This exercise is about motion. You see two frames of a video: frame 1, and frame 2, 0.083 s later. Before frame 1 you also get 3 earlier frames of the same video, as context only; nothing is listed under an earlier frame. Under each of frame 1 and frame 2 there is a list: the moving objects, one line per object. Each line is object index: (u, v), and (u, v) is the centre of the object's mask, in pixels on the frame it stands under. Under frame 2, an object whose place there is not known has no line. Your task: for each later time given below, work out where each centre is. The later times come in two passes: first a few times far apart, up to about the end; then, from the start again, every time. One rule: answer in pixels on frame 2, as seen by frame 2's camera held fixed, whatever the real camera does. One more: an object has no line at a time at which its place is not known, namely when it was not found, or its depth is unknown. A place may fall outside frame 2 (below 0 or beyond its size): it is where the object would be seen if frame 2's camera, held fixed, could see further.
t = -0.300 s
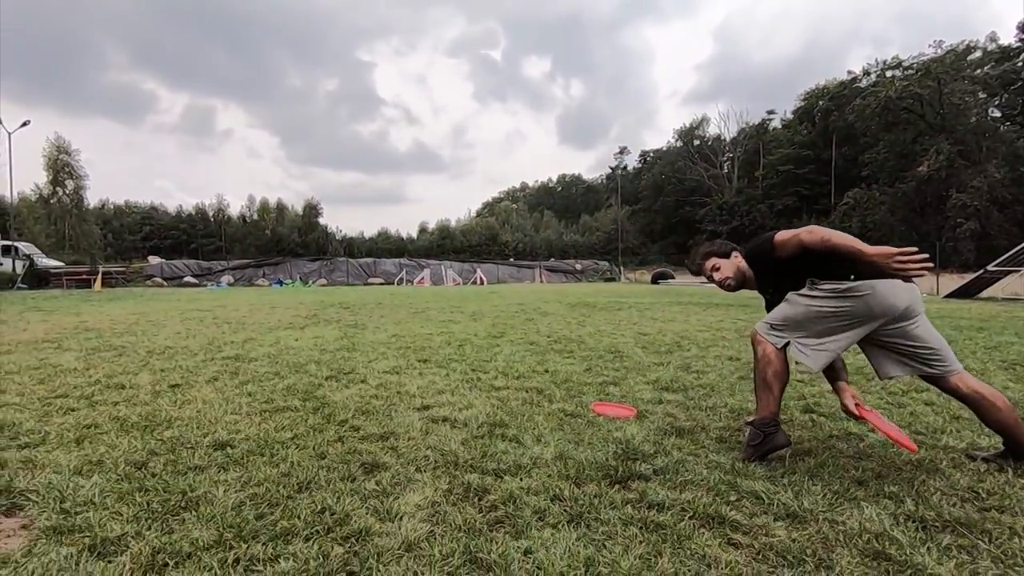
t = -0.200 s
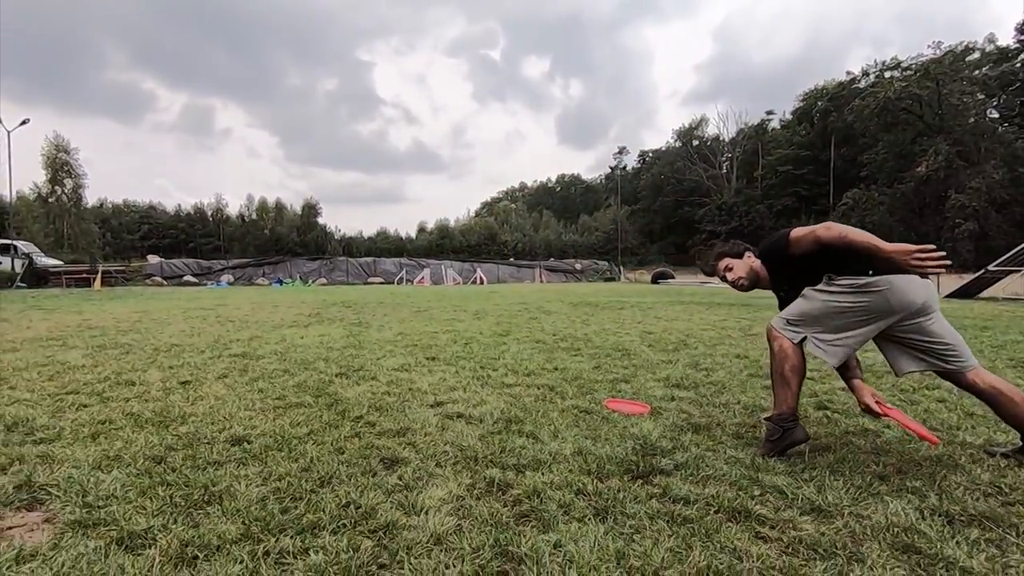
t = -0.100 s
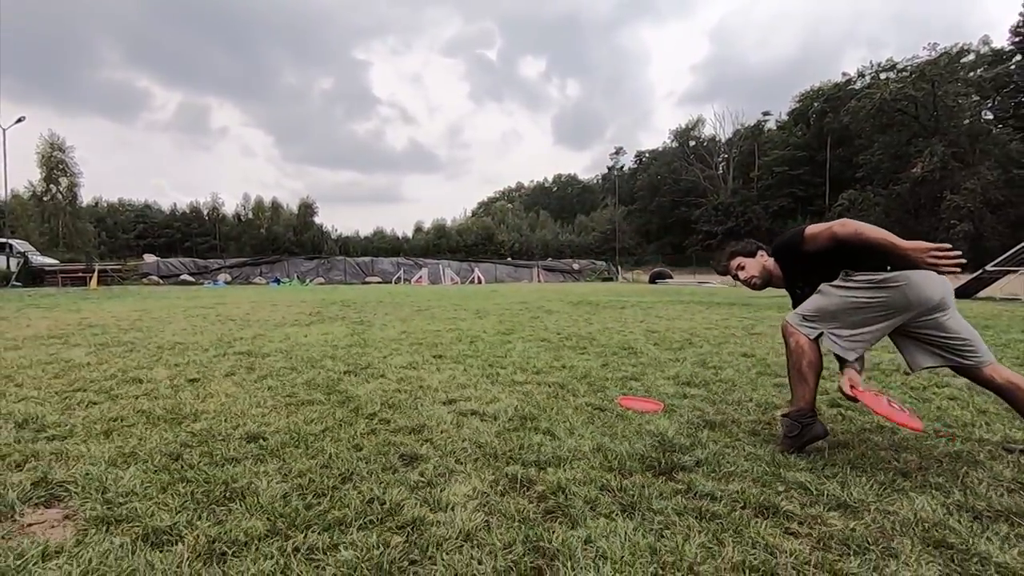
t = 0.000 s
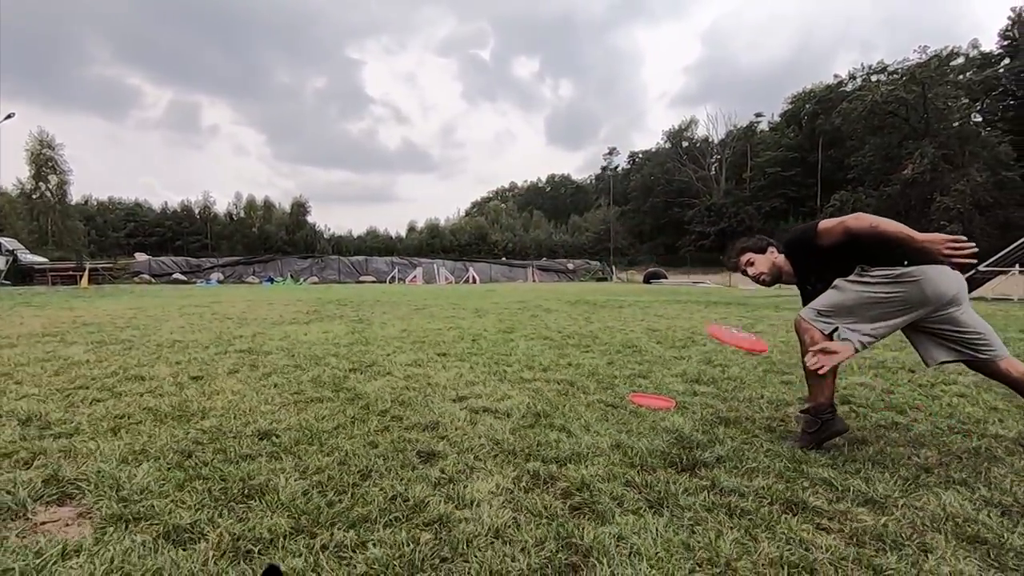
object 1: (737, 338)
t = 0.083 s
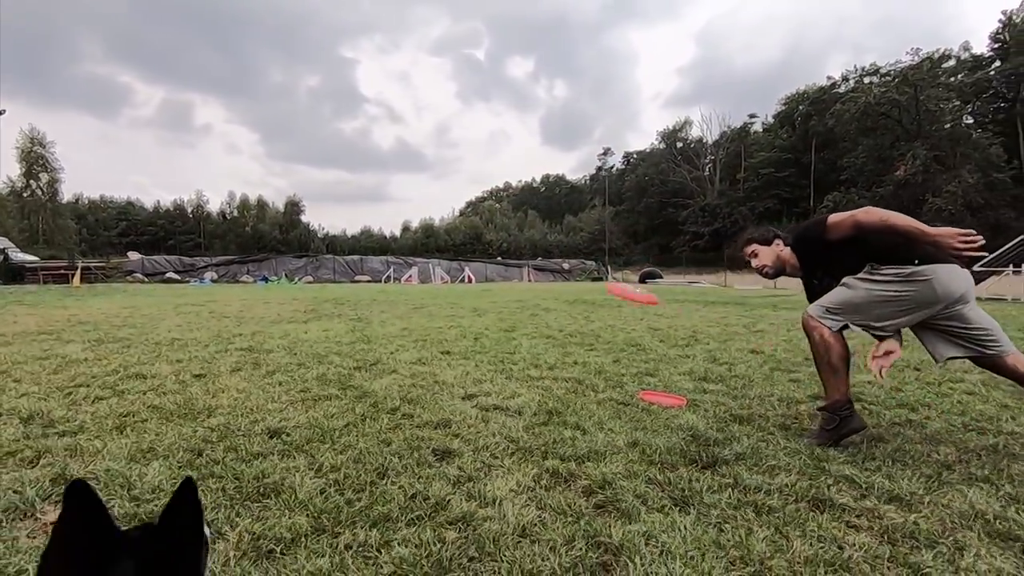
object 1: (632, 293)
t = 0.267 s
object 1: (479, 245)
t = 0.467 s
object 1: (372, 237)
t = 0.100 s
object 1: (614, 286)
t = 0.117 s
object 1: (598, 280)
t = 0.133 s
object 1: (582, 274)
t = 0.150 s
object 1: (568, 270)
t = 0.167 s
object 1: (553, 266)
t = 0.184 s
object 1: (541, 262)
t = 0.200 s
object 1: (527, 258)
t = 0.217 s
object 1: (514, 254)
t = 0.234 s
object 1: (502, 251)
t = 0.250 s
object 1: (490, 248)
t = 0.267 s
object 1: (479, 245)
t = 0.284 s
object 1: (468, 243)
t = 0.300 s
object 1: (457, 241)
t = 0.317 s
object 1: (447, 240)
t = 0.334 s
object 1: (437, 239)
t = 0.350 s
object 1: (428, 238)
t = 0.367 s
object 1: (418, 237)
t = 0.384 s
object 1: (410, 237)
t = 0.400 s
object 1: (402, 236)
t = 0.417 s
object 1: (394, 236)
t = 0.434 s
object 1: (386, 236)
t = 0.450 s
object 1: (379, 237)
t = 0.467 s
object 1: (372, 237)
